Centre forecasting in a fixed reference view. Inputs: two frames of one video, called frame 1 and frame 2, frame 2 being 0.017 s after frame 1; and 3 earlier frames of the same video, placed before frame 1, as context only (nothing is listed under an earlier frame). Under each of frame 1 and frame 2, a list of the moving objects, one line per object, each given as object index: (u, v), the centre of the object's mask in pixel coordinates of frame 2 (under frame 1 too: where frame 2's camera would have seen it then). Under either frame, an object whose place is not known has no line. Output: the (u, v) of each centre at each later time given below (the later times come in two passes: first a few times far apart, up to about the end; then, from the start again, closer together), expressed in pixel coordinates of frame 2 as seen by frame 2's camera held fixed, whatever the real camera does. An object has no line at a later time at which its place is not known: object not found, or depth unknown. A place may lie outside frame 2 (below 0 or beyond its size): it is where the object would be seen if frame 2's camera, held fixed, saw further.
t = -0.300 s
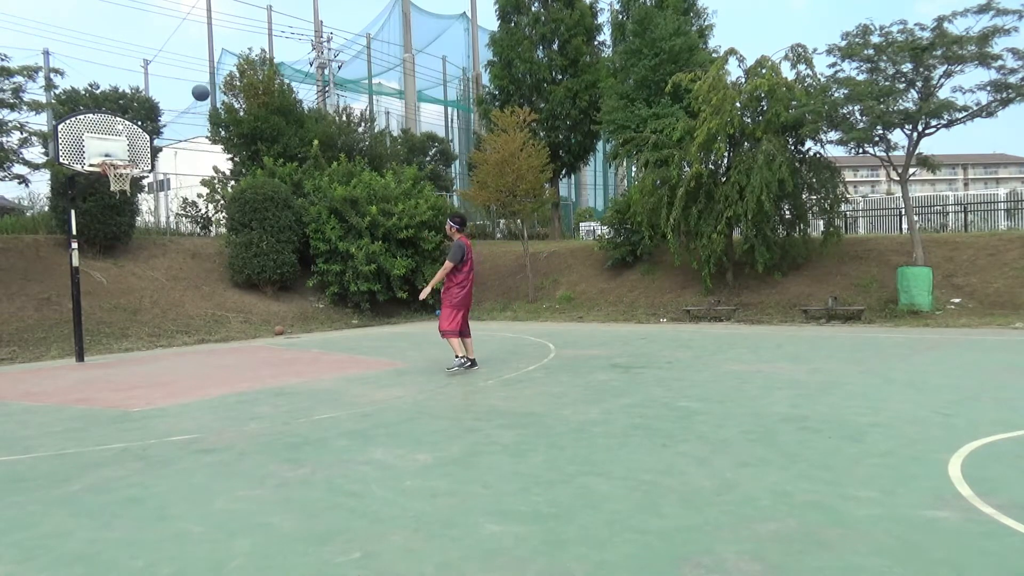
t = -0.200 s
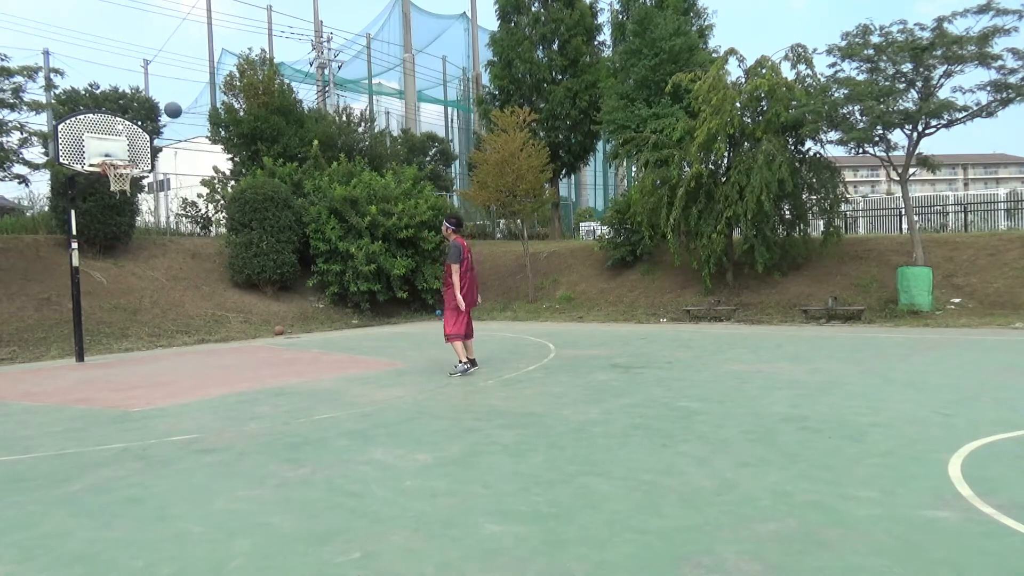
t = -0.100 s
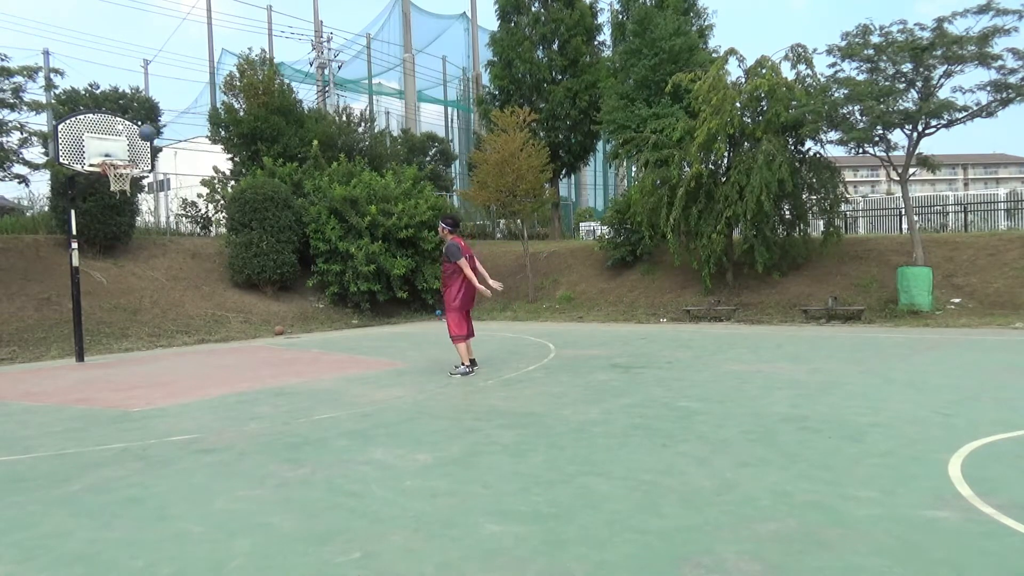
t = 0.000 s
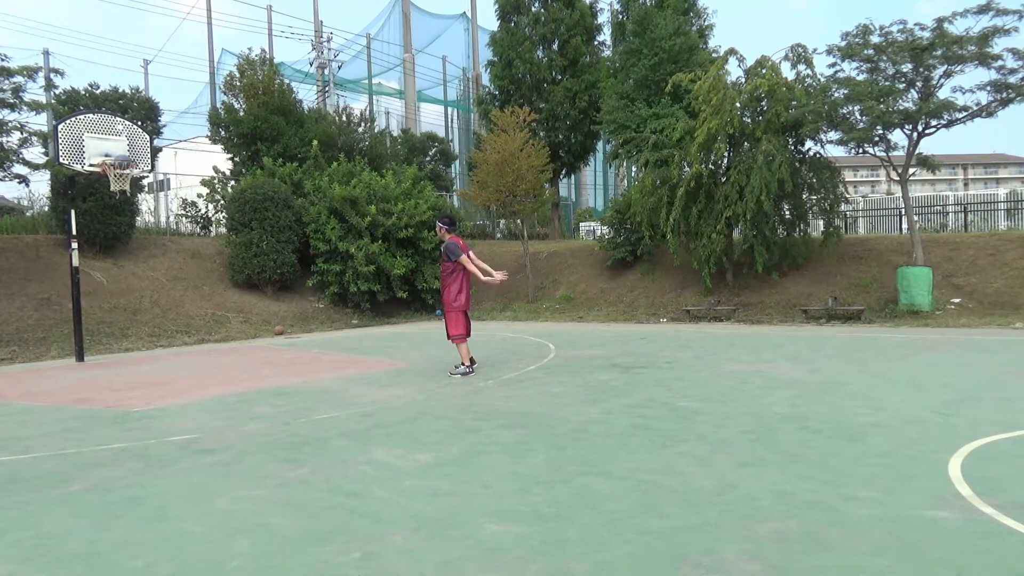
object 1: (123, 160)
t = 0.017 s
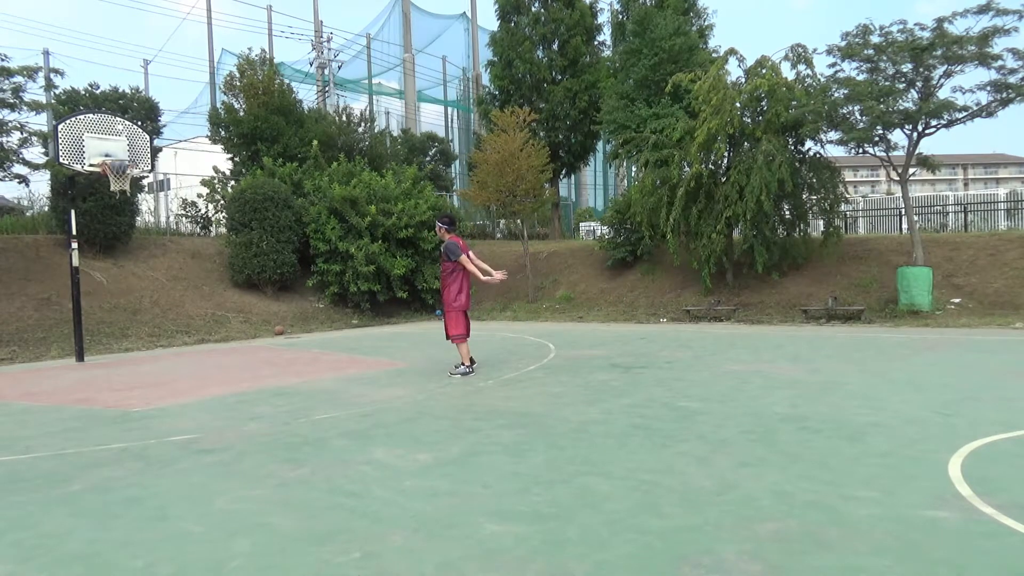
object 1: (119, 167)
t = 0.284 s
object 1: (101, 205)
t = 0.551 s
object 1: (94, 285)
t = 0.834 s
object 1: (94, 324)
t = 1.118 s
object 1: (107, 244)
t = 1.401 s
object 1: (124, 222)
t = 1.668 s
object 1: (144, 258)
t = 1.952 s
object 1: (171, 361)
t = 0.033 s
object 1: (117, 168)
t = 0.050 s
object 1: (117, 169)
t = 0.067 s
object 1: (111, 172)
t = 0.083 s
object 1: (111, 175)
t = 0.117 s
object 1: (108, 184)
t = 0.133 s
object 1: (106, 184)
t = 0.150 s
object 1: (105, 186)
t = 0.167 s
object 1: (104, 187)
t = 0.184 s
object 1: (103, 189)
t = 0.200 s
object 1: (103, 191)
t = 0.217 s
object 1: (102, 194)
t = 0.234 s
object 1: (102, 196)
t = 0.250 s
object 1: (101, 199)
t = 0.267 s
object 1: (101, 202)
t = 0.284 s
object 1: (101, 205)
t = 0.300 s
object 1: (100, 210)
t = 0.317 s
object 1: (100, 213)
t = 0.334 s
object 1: (99, 217)
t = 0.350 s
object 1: (99, 221)
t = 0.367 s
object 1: (99, 225)
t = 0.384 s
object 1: (98, 229)
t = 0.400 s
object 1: (97, 234)
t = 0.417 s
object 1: (97, 239)
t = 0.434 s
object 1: (97, 244)
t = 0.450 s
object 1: (96, 249)
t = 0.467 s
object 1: (96, 254)
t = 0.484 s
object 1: (95, 260)
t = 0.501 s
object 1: (94, 266)
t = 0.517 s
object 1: (94, 273)
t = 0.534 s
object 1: (95, 279)
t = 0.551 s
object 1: (94, 285)
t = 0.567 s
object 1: (94, 292)
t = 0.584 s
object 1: (94, 299)
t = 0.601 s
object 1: (93, 307)
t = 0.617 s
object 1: (93, 315)
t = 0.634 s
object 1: (93, 322)
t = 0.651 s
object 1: (92, 331)
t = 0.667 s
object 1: (93, 339)
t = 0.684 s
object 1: (92, 347)
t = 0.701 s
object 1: (92, 356)
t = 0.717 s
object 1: (92, 365)
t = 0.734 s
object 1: (93, 366)
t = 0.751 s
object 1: (93, 358)
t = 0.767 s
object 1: (93, 351)
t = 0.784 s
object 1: (93, 344)
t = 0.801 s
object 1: (94, 337)
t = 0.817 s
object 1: (94, 331)
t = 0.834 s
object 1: (94, 324)
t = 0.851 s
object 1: (95, 318)
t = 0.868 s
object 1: (96, 312)
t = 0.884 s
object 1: (97, 306)
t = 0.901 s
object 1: (97, 300)
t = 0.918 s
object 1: (98, 295)
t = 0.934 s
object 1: (99, 289)
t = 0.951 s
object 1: (99, 285)
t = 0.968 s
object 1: (101, 279)
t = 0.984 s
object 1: (102, 275)
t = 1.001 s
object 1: (101, 270)
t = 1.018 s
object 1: (102, 265)
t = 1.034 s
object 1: (103, 261)
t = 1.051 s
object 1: (104, 257)
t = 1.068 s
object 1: (105, 254)
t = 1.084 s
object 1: (105, 250)
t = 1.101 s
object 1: (107, 247)
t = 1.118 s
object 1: (107, 244)
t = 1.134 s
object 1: (108, 241)
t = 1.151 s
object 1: (109, 238)
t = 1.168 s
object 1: (110, 236)
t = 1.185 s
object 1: (111, 233)
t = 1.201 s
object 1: (112, 231)
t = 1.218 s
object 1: (113, 229)
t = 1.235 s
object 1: (114, 228)
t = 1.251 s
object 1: (115, 226)
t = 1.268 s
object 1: (116, 225)
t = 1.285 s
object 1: (116, 224)
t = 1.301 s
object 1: (118, 223)
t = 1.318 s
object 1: (119, 222)
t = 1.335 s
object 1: (120, 222)
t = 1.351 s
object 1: (121, 222)
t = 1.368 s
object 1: (121, 221)
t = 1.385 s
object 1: (122, 221)
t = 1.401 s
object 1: (124, 222)
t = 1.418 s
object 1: (124, 222)
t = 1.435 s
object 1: (126, 223)
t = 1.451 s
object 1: (127, 223)
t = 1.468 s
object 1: (128, 225)
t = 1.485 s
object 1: (129, 226)
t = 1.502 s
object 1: (130, 228)
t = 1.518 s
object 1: (131, 229)
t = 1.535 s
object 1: (133, 232)
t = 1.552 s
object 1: (134, 233)
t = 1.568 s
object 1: (135, 236)
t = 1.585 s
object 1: (136, 238)
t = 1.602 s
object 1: (139, 242)
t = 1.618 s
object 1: (140, 247)
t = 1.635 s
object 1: (141, 250)
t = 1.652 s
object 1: (143, 253)
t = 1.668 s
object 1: (144, 258)
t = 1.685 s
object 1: (146, 262)
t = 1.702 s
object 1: (147, 266)
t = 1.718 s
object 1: (148, 271)
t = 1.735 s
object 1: (150, 276)
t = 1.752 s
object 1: (152, 281)
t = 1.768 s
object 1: (153, 287)
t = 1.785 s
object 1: (154, 292)
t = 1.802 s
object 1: (156, 298)
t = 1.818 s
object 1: (158, 304)
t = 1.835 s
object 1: (159, 310)
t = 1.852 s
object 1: (160, 317)
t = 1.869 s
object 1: (162, 323)
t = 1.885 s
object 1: (164, 330)
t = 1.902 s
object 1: (166, 337)
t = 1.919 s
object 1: (168, 345)
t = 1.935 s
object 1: (169, 353)
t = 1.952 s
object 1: (171, 361)
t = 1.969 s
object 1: (173, 369)
